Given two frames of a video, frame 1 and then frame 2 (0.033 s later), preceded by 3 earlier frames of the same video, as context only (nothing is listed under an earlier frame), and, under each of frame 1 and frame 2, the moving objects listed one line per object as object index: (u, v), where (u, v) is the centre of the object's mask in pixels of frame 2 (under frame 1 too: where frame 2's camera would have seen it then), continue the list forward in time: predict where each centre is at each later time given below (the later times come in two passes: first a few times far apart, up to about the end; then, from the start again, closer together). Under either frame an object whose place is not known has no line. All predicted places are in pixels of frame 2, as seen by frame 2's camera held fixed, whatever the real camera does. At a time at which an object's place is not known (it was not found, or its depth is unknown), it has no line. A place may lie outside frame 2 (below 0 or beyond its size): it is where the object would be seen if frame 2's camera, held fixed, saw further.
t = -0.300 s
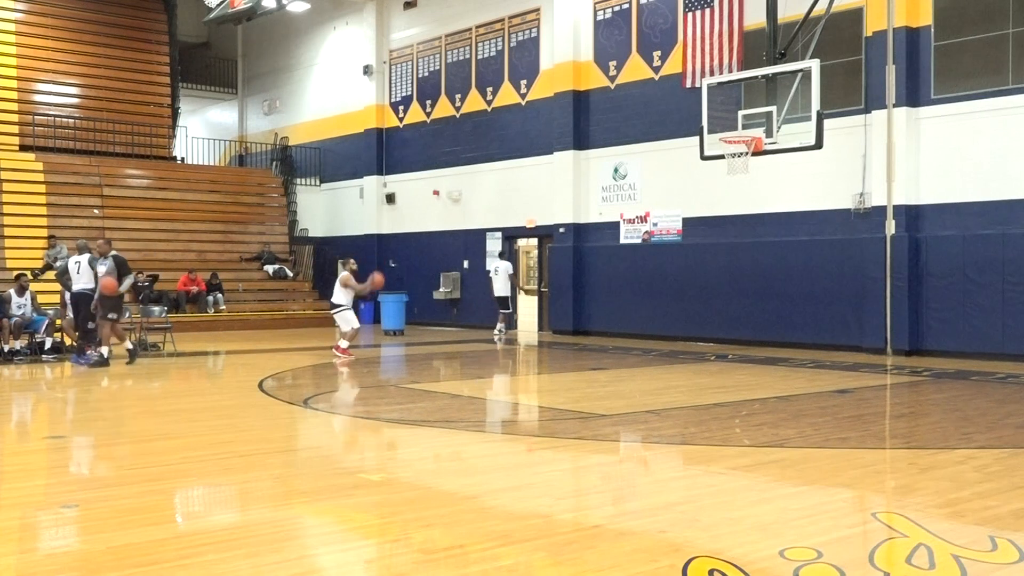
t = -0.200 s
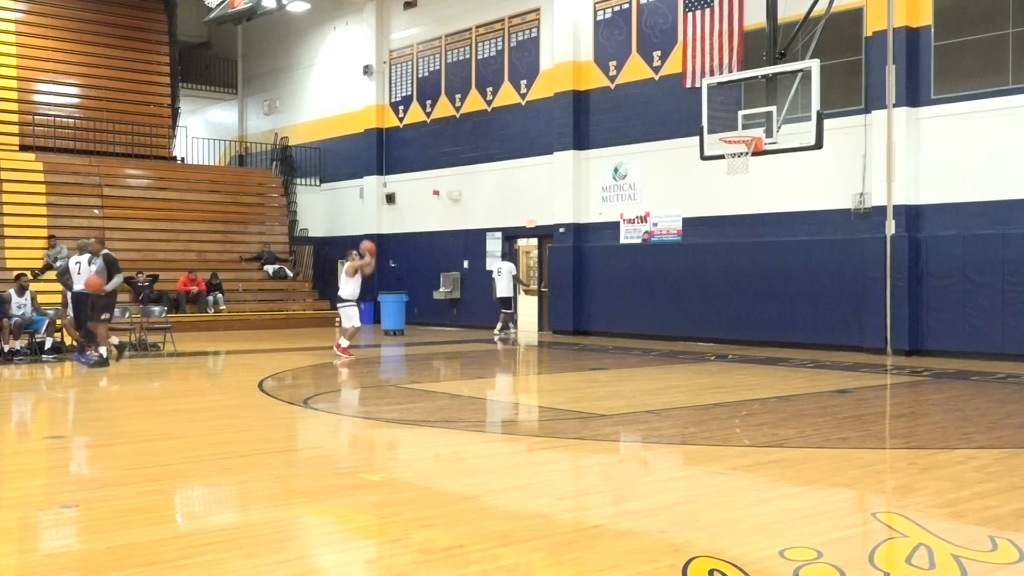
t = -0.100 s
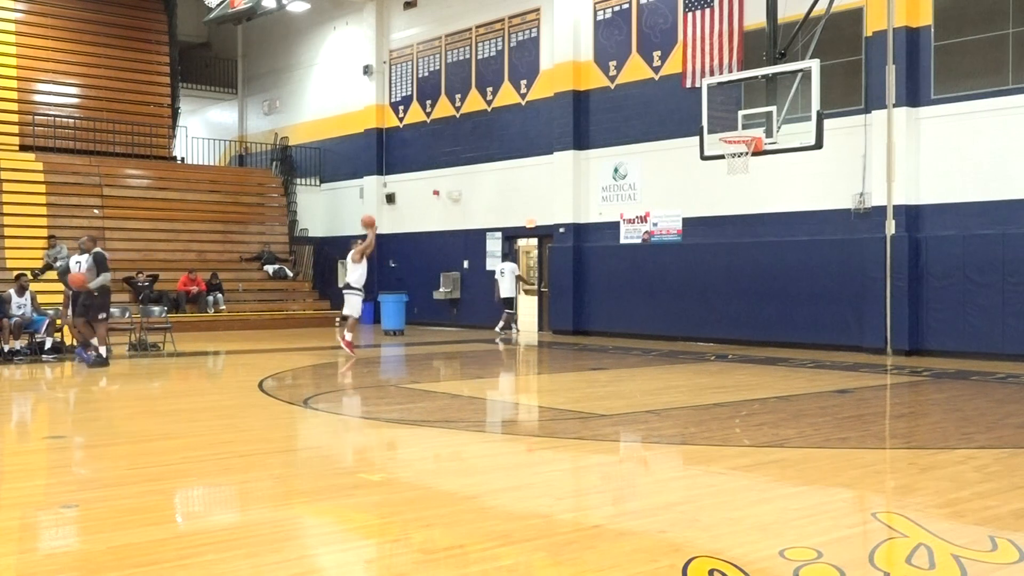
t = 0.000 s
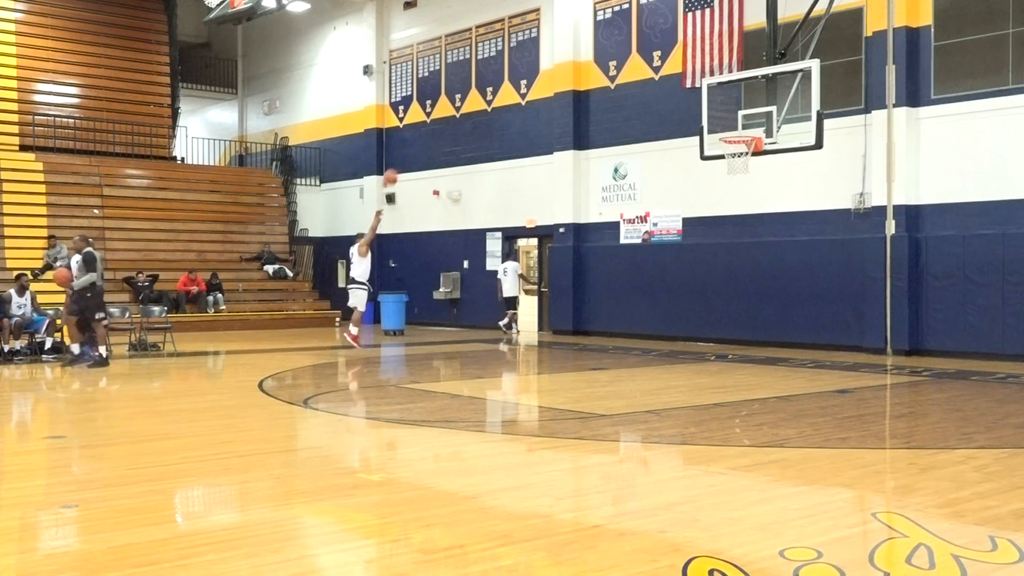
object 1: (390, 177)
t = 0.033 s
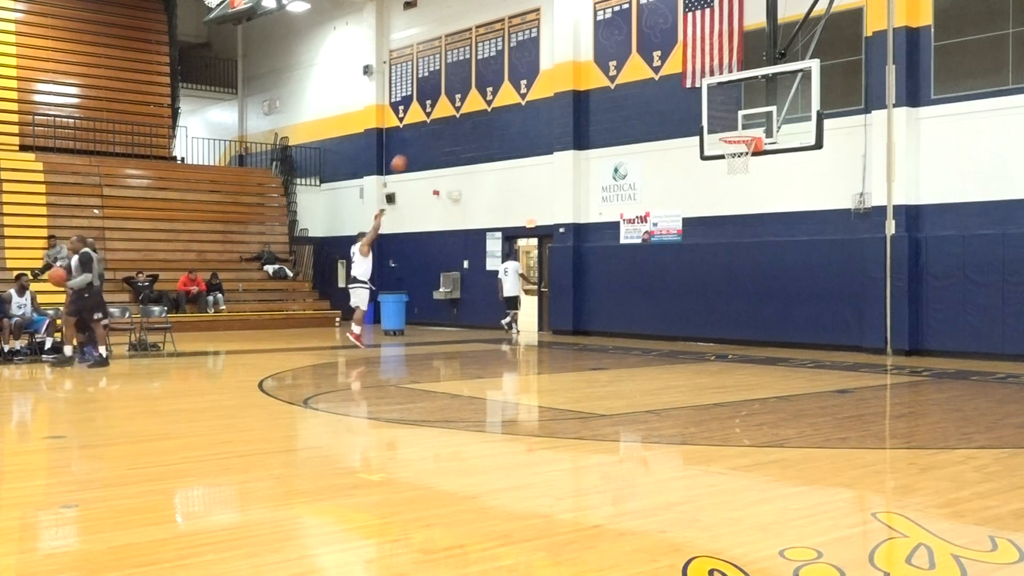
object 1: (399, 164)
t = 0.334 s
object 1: (476, 67)
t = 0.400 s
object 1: (494, 52)
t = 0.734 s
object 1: (586, 21)
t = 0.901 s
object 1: (636, 33)
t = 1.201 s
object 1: (729, 107)
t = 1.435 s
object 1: (692, 111)
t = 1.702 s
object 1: (597, 120)
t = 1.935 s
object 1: (510, 175)
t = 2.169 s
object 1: (420, 281)
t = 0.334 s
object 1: (476, 67)
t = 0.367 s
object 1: (485, 59)
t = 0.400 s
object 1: (494, 52)
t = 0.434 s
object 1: (502, 46)
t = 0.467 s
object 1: (512, 41)
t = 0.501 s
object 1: (521, 35)
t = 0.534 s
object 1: (530, 31)
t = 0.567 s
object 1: (539, 28)
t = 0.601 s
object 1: (548, 25)
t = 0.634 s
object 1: (558, 23)
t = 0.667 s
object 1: (567, 22)
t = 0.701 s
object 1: (577, 21)
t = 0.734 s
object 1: (586, 21)
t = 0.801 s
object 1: (605, 24)
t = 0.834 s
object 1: (616, 25)
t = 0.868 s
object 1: (625, 28)
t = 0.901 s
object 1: (636, 33)
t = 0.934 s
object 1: (646, 37)
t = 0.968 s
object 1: (656, 43)
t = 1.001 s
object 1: (666, 50)
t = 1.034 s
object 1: (676, 58)
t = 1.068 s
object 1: (687, 67)
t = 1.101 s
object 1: (697, 76)
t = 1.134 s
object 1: (708, 85)
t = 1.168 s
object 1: (719, 96)
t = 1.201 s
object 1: (729, 107)
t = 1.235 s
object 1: (740, 121)
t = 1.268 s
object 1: (750, 131)
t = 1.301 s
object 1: (739, 127)
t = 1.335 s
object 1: (728, 122)
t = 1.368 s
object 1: (717, 118)
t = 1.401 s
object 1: (705, 114)
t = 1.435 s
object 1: (692, 111)
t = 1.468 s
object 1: (682, 109)
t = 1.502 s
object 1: (670, 108)
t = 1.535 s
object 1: (659, 108)
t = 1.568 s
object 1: (646, 108)
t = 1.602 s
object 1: (634, 109)
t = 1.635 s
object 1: (622, 112)
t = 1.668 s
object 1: (610, 115)
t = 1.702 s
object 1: (597, 120)
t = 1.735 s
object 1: (585, 125)
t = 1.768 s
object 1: (573, 131)
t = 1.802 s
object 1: (560, 137)
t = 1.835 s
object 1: (548, 145)
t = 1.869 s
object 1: (535, 153)
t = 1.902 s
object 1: (523, 164)
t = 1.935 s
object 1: (510, 175)
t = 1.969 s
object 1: (497, 187)
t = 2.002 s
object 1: (485, 200)
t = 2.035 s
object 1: (472, 214)
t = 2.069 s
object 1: (458, 231)
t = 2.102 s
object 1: (446, 245)
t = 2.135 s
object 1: (433, 262)
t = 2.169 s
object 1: (420, 281)
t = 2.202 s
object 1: (408, 299)
